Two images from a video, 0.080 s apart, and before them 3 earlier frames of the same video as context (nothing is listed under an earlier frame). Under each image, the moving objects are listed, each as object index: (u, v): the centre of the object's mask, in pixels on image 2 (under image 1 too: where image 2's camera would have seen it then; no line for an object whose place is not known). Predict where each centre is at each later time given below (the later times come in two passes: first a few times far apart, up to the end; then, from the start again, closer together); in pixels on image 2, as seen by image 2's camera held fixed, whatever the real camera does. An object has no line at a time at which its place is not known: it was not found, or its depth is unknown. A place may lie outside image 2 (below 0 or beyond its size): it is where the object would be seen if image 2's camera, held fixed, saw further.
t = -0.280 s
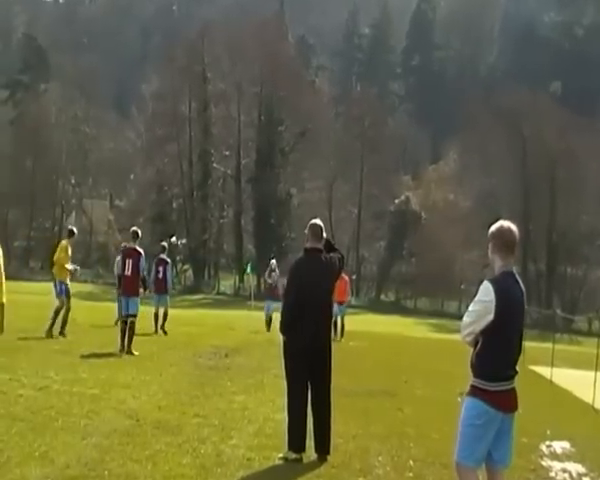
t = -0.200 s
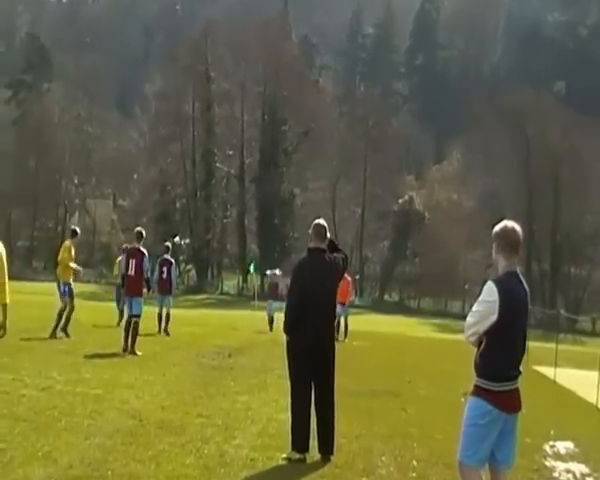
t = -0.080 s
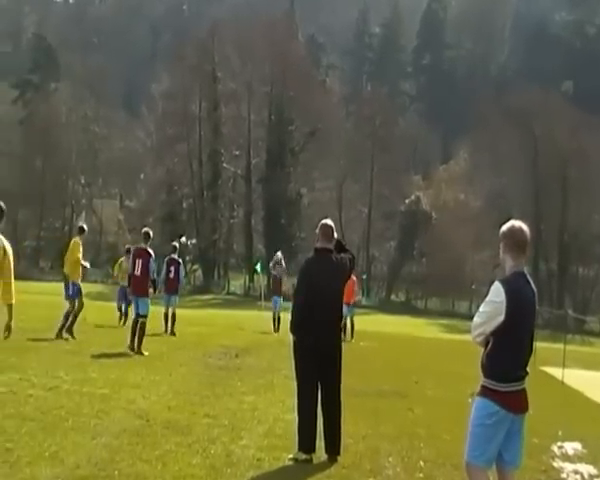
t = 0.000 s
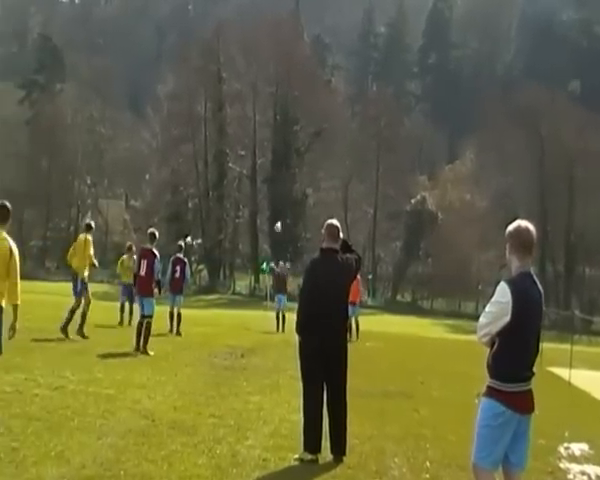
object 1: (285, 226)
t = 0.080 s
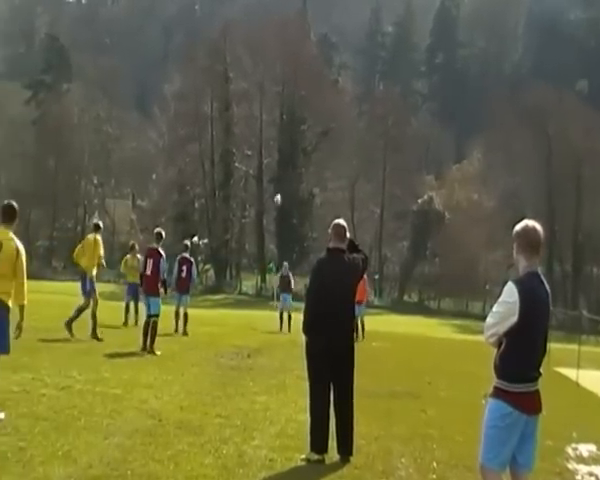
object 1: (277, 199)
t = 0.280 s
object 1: (258, 138)
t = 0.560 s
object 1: (226, 78)
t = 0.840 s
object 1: (189, 53)
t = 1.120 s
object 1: (144, 70)
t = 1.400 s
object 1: (91, 145)
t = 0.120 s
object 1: (274, 186)
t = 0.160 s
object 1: (270, 173)
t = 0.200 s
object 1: (267, 160)
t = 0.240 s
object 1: (262, 149)
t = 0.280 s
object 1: (258, 138)
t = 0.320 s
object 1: (254, 126)
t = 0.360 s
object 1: (250, 116)
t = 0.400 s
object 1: (245, 107)
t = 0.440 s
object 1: (240, 98)
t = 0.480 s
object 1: (236, 91)
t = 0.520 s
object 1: (231, 84)
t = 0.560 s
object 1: (226, 78)
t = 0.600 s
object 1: (221, 72)
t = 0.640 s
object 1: (216, 66)
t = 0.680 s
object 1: (210, 62)
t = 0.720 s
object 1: (205, 58)
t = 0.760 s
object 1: (201, 55)
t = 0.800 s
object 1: (195, 54)
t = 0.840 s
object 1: (189, 53)
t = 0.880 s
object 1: (183, 52)
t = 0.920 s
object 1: (177, 52)
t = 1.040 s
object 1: (159, 59)
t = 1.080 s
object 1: (151, 64)
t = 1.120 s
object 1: (144, 70)
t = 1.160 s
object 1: (136, 78)
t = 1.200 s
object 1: (129, 86)
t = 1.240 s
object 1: (122, 96)
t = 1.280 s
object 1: (115, 108)
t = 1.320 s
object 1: (108, 119)
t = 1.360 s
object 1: (99, 131)
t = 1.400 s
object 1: (91, 145)
